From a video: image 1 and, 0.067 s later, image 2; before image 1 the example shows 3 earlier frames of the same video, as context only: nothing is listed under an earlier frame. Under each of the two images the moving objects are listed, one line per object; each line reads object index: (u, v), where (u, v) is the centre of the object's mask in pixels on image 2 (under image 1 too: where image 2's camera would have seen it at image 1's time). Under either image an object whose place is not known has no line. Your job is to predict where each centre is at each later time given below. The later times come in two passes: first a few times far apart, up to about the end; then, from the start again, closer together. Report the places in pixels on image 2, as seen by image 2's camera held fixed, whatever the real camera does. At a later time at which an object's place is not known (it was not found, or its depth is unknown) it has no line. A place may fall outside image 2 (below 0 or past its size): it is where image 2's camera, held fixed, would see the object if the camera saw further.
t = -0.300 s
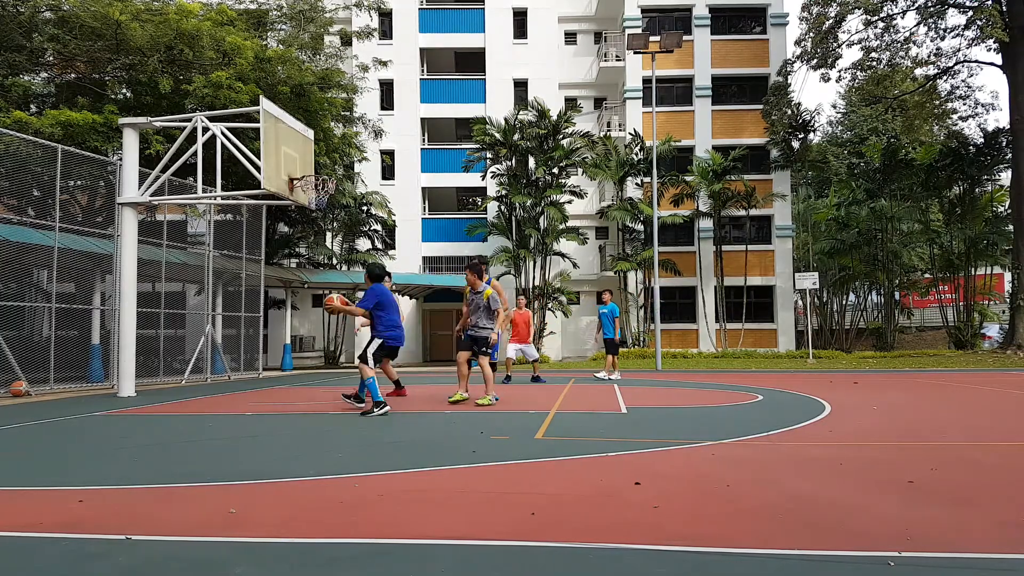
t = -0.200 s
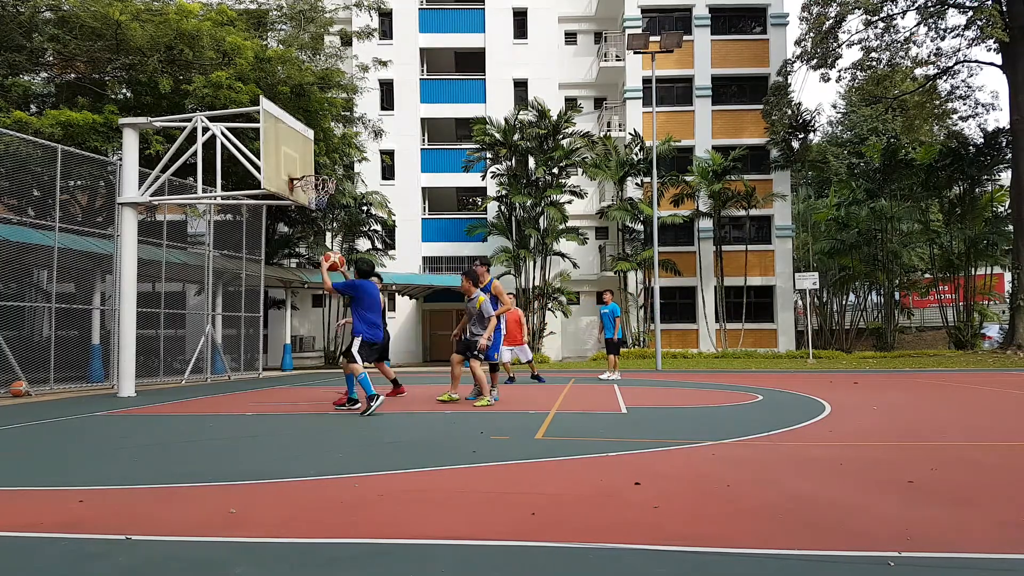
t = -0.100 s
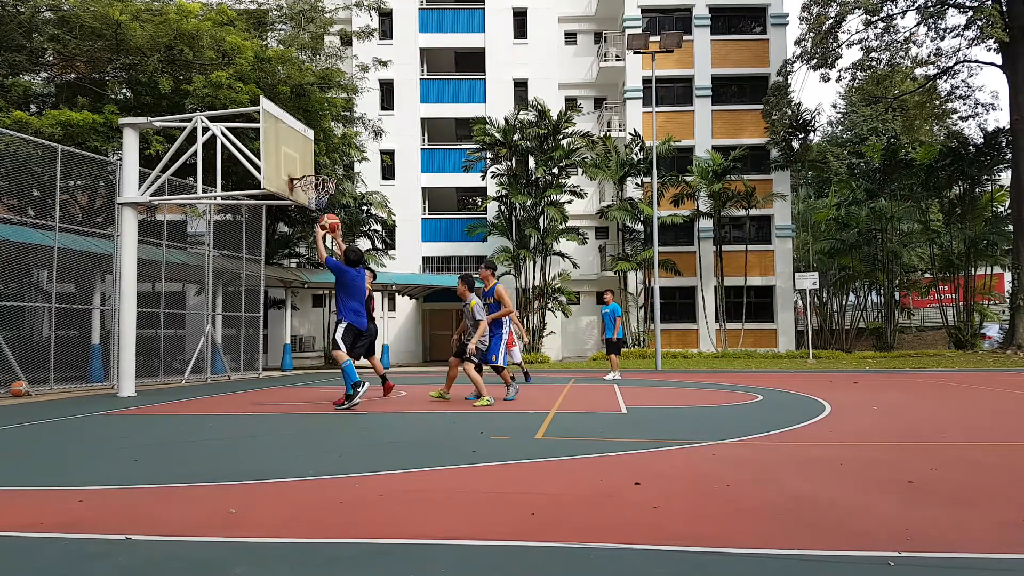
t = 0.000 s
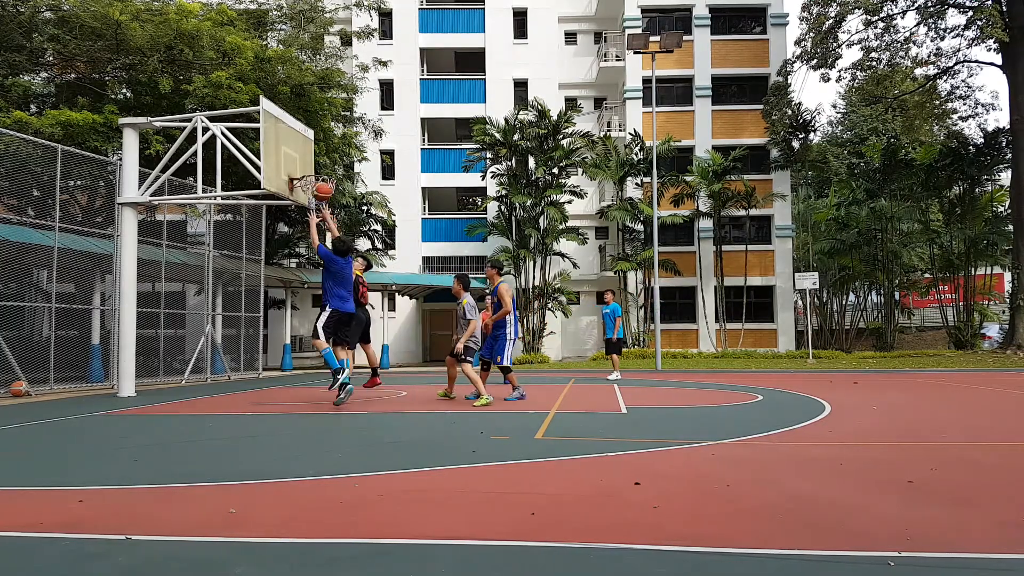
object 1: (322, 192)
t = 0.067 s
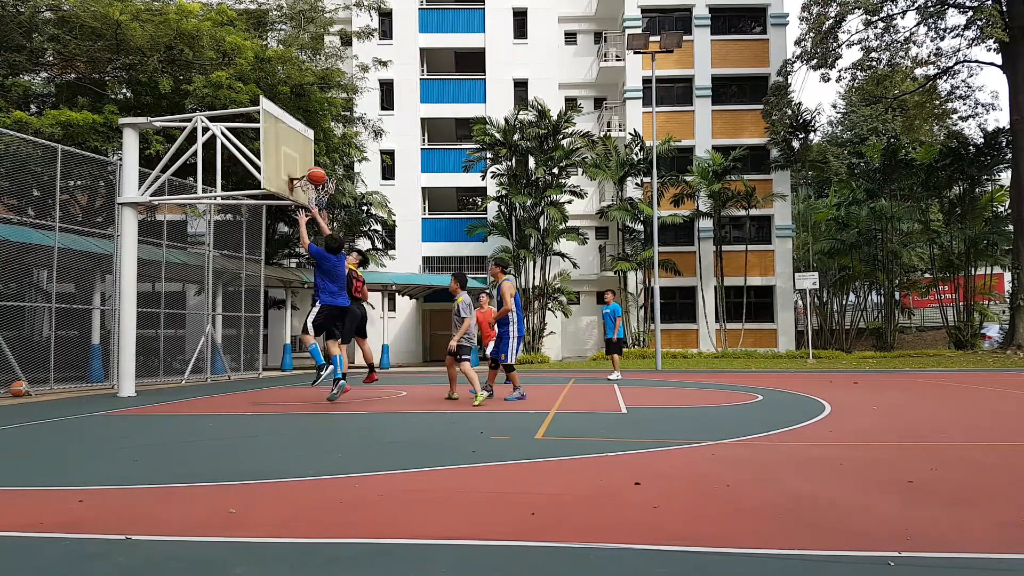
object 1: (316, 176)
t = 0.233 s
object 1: (304, 155)
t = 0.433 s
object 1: (300, 157)
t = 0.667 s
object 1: (332, 166)
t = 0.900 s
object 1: (352, 162)
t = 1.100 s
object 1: (370, 188)
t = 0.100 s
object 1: (314, 170)
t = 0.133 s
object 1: (311, 165)
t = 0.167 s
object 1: (309, 160)
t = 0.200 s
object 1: (306, 157)
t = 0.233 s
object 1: (304, 155)
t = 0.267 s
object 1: (302, 153)
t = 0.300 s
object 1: (300, 152)
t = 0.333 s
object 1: (298, 152)
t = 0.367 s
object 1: (296, 153)
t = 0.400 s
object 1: (294, 155)
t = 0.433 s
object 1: (300, 157)
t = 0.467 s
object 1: (306, 159)
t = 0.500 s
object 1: (312, 162)
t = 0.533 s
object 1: (317, 166)
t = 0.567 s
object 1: (323, 170)
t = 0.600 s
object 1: (328, 171)
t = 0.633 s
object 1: (330, 169)
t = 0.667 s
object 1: (332, 166)
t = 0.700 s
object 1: (336, 163)
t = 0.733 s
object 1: (338, 161)
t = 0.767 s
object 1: (341, 160)
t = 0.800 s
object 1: (344, 159)
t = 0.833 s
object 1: (347, 160)
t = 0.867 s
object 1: (349, 161)
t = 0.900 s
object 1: (352, 162)
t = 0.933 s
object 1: (355, 164)
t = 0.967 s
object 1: (358, 168)
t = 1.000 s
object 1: (361, 171)
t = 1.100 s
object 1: (370, 188)
